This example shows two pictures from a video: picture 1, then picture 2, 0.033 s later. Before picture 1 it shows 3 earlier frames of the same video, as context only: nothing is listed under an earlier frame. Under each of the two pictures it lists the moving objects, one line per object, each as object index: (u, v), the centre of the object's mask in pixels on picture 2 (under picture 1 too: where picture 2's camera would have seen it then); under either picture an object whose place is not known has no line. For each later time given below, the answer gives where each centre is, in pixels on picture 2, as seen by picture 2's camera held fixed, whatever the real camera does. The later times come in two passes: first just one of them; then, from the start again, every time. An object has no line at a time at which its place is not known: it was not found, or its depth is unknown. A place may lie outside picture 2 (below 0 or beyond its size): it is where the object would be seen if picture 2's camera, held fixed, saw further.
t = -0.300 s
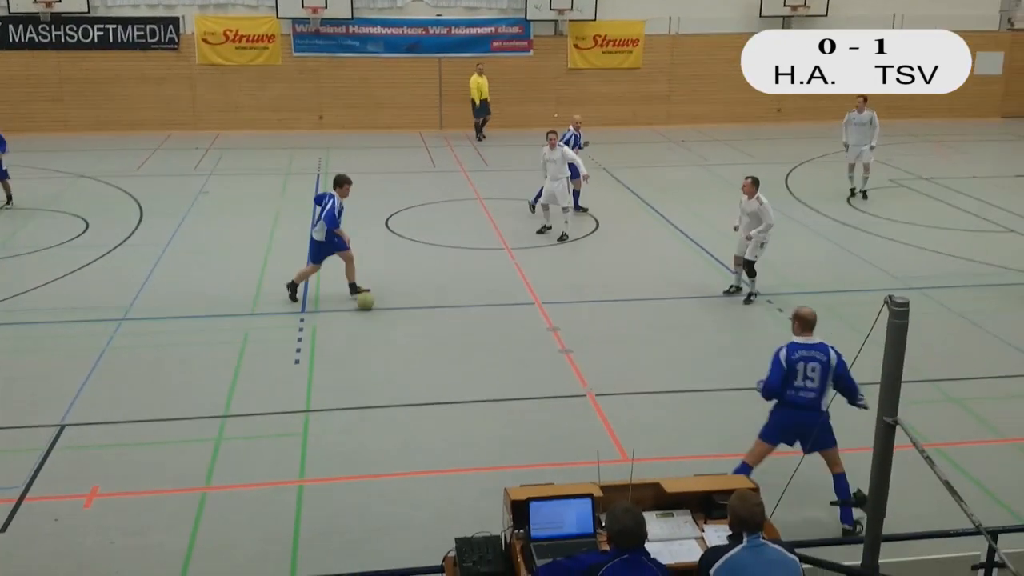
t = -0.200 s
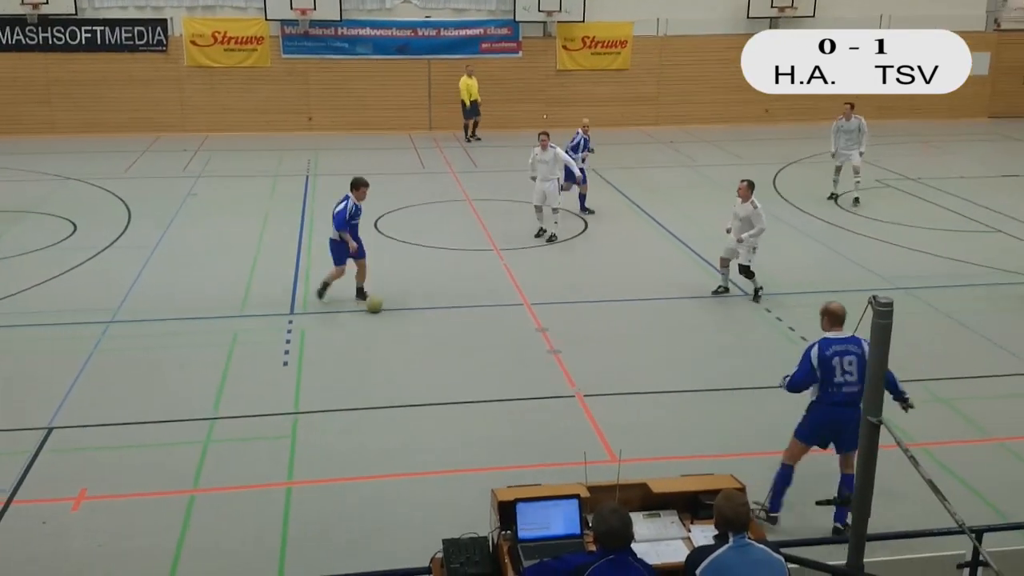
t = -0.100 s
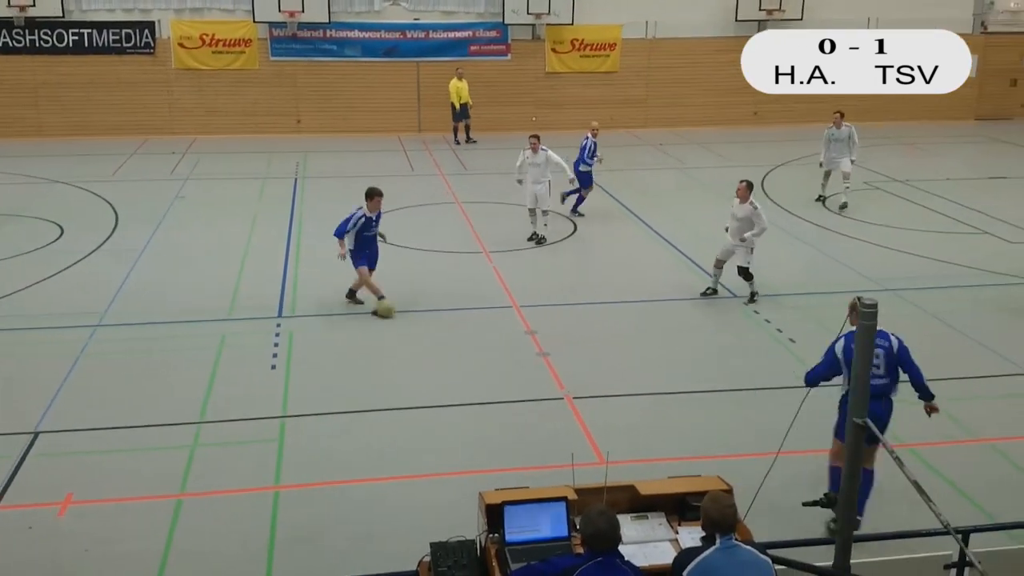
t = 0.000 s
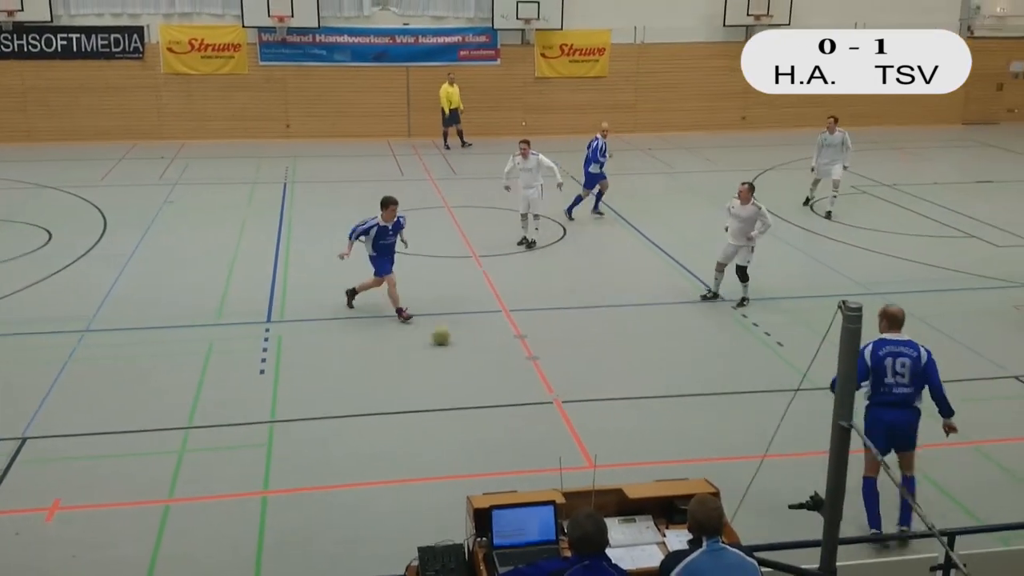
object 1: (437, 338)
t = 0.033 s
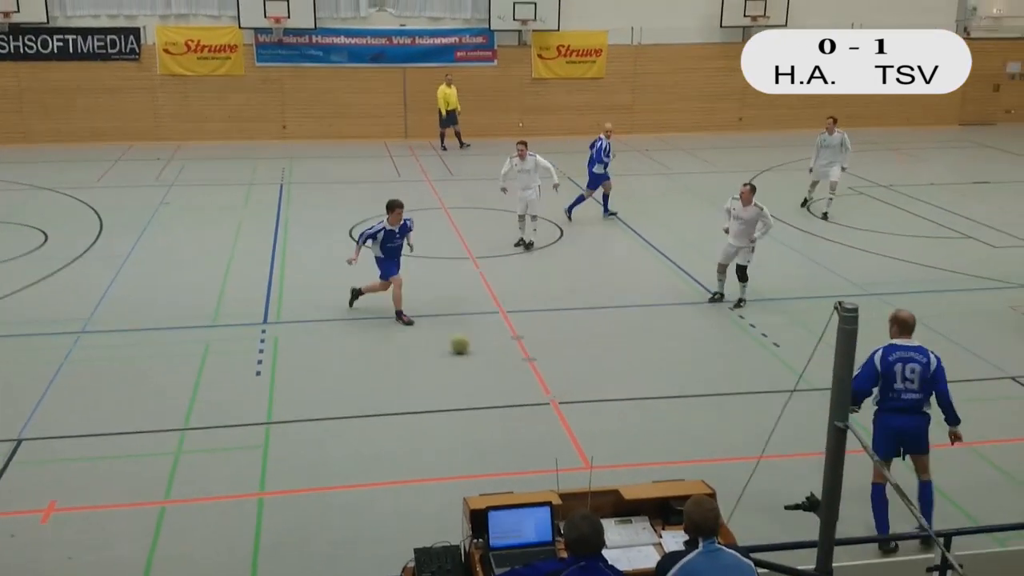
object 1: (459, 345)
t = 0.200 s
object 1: (580, 386)
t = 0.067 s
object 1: (482, 354)
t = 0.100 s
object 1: (507, 362)
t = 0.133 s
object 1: (530, 369)
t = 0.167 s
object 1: (555, 378)
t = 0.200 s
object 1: (580, 386)
